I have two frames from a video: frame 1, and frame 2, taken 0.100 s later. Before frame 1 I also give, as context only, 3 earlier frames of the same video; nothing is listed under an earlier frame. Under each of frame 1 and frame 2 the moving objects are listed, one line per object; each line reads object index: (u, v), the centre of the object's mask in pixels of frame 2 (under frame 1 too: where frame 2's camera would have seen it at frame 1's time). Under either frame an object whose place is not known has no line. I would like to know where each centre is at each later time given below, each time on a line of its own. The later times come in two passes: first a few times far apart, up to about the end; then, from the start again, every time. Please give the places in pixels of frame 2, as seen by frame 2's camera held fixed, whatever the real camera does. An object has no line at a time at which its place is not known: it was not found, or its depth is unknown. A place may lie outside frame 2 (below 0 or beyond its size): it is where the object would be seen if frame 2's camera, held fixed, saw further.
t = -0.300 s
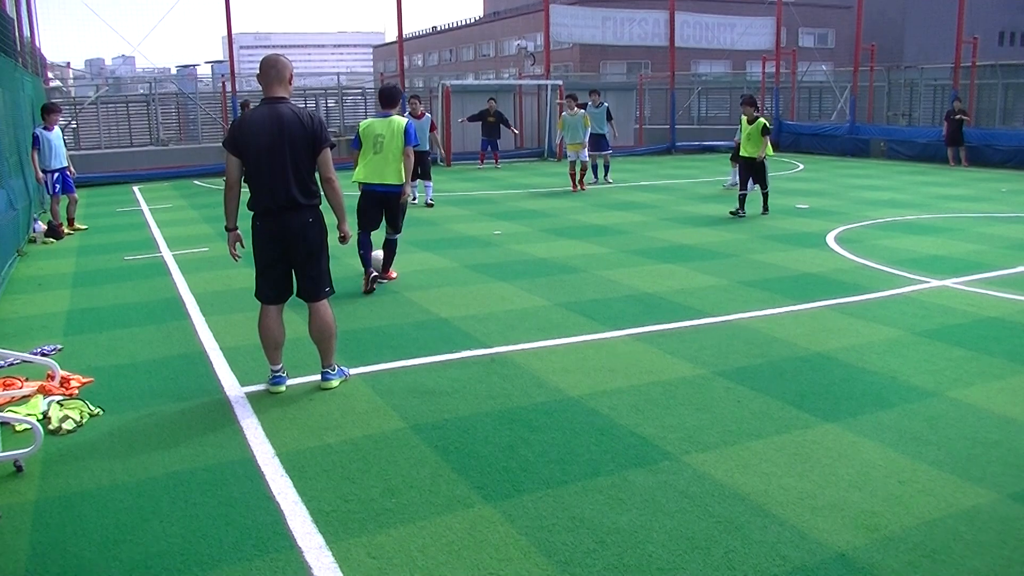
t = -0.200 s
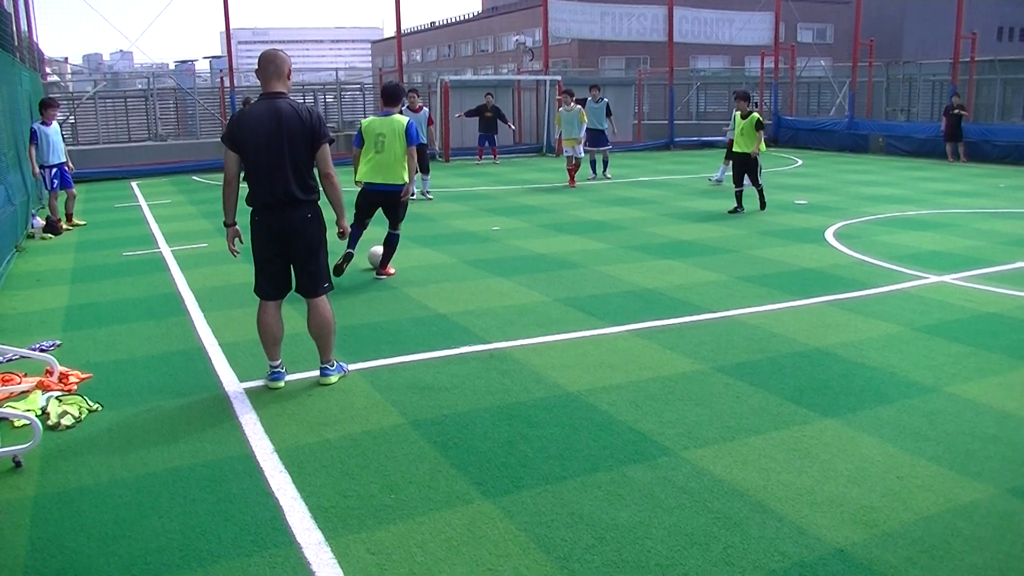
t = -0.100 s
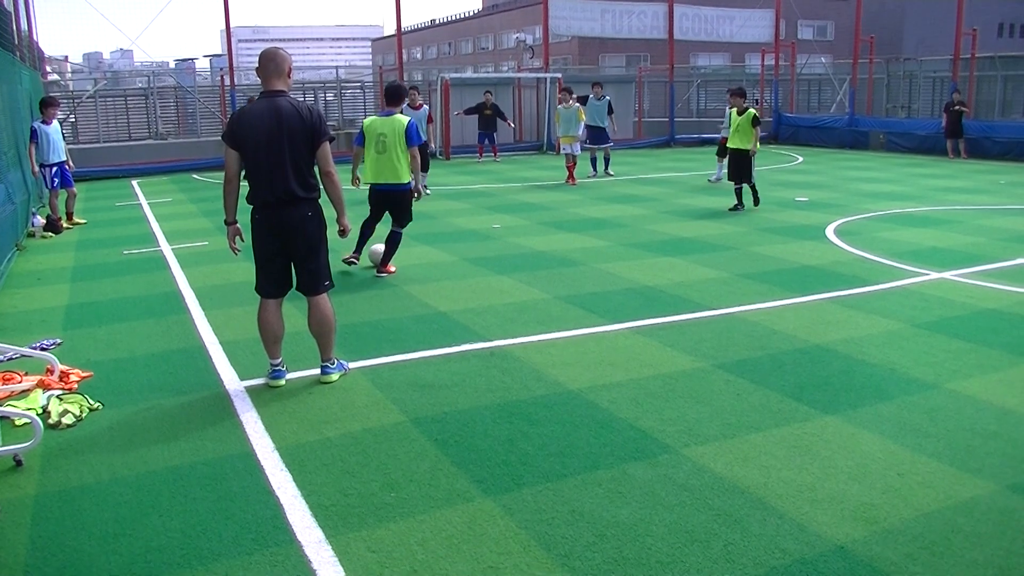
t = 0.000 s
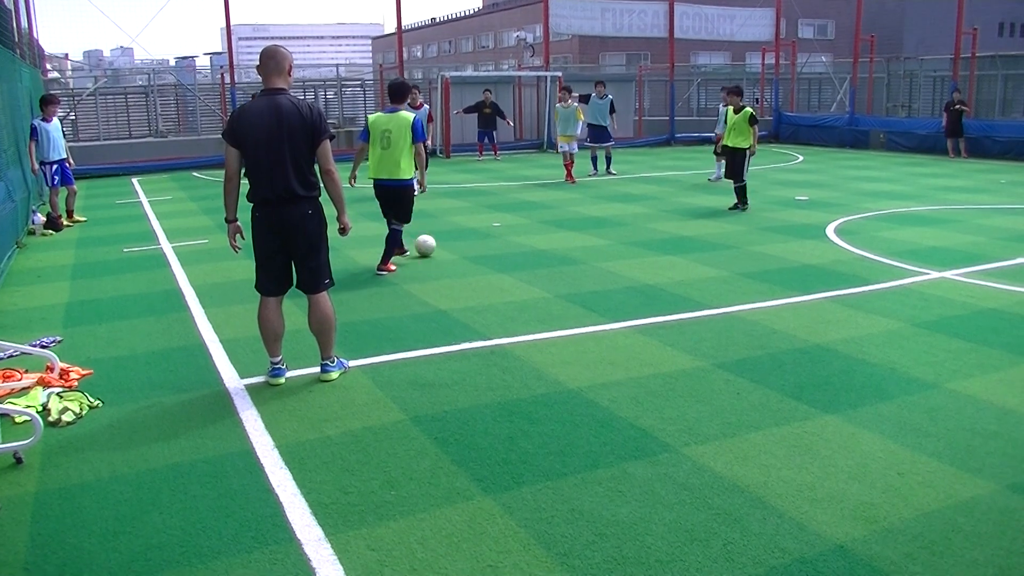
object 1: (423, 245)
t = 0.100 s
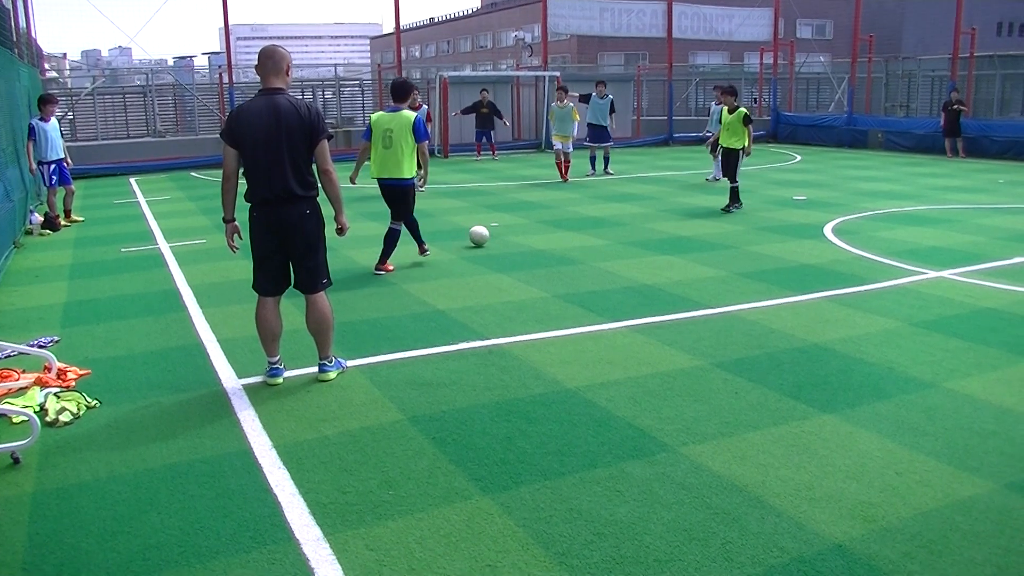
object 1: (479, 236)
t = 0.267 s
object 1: (550, 225)
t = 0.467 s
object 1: (608, 214)
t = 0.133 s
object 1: (495, 234)
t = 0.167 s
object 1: (510, 231)
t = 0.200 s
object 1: (524, 228)
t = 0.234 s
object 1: (538, 227)
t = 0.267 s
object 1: (550, 225)
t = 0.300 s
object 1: (561, 223)
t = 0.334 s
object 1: (572, 221)
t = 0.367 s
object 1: (582, 218)
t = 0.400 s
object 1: (591, 217)
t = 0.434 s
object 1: (600, 216)
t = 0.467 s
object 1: (608, 214)
